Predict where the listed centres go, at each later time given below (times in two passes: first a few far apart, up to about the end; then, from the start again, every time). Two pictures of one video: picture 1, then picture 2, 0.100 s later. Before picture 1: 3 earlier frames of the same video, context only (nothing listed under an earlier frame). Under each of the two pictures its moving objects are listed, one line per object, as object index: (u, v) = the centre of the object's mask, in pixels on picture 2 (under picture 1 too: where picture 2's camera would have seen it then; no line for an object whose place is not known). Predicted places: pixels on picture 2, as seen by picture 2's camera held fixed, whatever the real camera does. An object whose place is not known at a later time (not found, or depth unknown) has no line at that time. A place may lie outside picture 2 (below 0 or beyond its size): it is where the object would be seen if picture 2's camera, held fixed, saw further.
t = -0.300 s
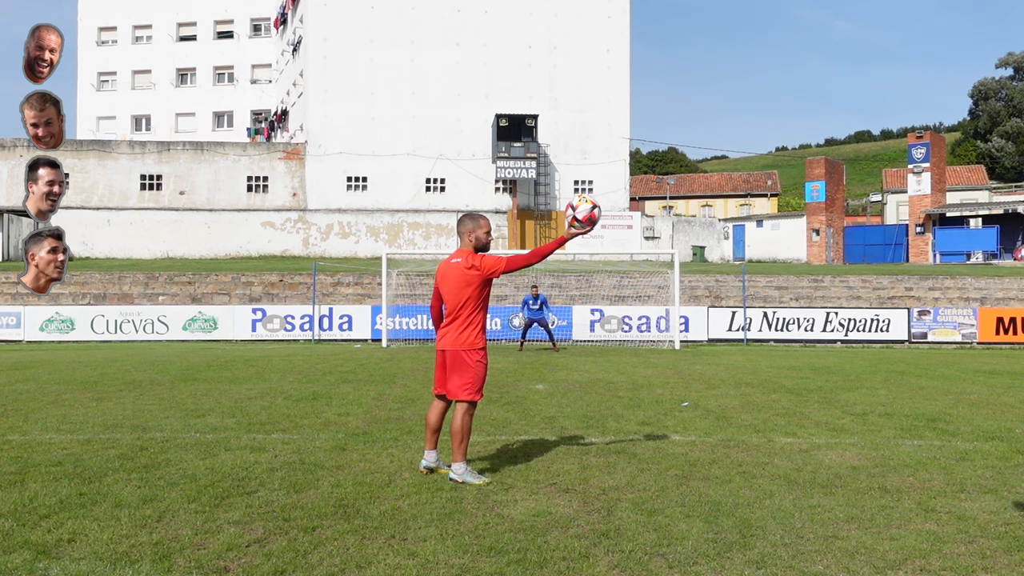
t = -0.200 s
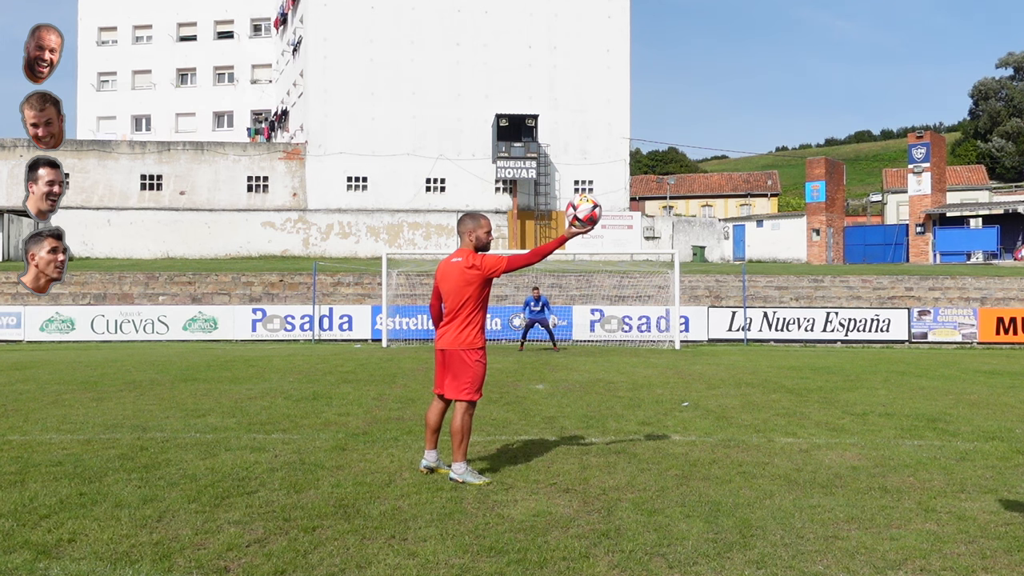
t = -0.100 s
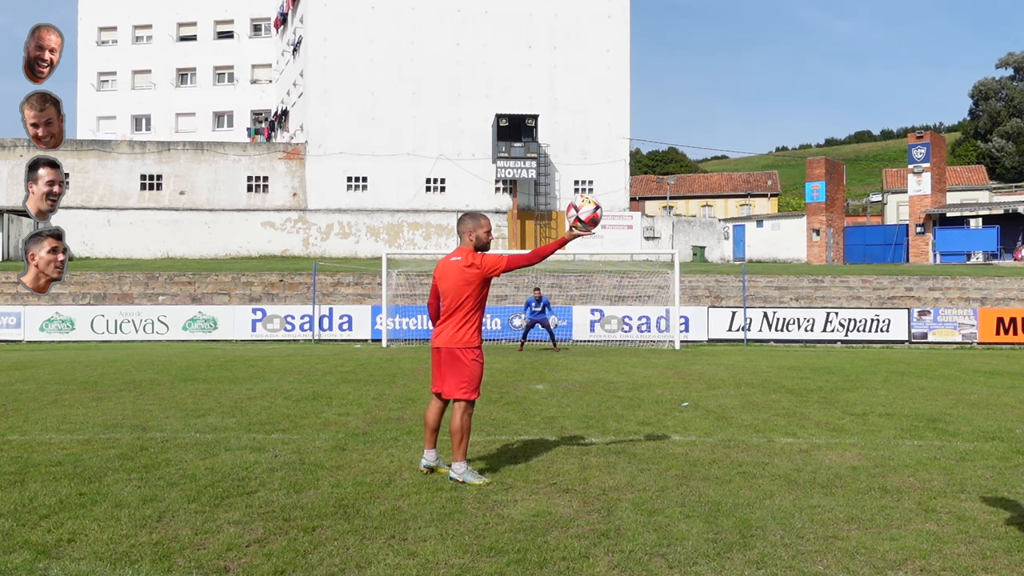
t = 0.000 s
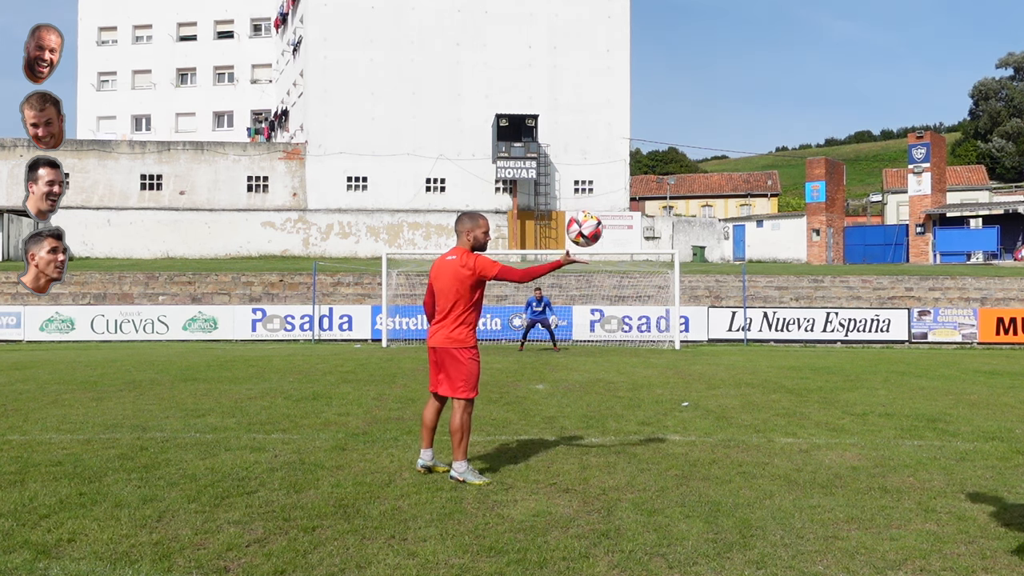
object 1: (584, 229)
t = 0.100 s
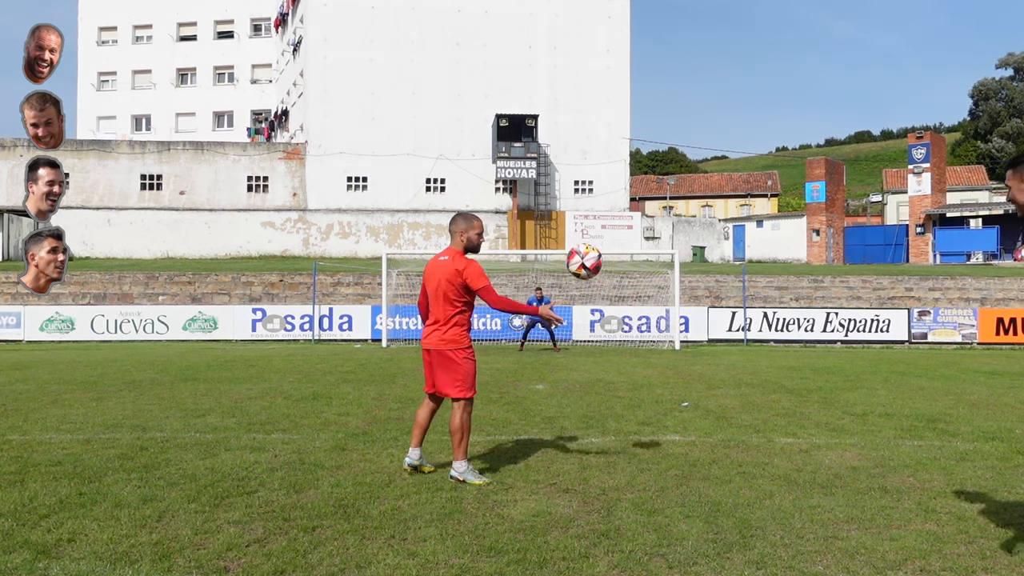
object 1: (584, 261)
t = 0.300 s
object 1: (582, 375)
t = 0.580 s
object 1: (582, 384)
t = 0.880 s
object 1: (586, 318)
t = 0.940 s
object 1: (586, 322)
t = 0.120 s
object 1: (584, 269)
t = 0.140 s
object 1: (584, 278)
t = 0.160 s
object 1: (584, 288)
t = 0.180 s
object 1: (583, 298)
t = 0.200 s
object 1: (583, 309)
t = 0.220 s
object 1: (583, 321)
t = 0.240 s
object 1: (583, 334)
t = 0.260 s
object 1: (583, 347)
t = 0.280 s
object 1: (582, 360)
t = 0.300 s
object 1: (582, 375)
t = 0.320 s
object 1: (582, 390)
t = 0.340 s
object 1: (581, 405)
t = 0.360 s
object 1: (581, 422)
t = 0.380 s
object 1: (581, 439)
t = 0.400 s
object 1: (580, 456)
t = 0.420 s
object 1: (580, 474)
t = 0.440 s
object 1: (580, 464)
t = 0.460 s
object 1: (581, 451)
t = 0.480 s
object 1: (581, 438)
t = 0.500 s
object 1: (581, 426)
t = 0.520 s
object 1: (581, 414)
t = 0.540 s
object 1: (582, 404)
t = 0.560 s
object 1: (582, 393)
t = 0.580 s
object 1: (582, 384)
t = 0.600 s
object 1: (582, 375)
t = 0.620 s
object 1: (583, 367)
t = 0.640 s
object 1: (583, 359)
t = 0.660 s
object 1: (583, 352)
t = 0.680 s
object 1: (583, 346)
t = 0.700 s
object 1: (584, 340)
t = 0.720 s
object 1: (584, 335)
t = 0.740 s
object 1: (584, 331)
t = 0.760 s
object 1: (585, 327)
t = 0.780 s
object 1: (585, 324)
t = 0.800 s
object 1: (585, 321)
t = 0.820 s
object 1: (585, 319)
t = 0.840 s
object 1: (585, 318)
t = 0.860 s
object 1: (585, 318)
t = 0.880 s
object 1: (586, 318)
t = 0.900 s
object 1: (586, 319)
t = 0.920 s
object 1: (586, 320)
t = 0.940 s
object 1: (586, 322)
